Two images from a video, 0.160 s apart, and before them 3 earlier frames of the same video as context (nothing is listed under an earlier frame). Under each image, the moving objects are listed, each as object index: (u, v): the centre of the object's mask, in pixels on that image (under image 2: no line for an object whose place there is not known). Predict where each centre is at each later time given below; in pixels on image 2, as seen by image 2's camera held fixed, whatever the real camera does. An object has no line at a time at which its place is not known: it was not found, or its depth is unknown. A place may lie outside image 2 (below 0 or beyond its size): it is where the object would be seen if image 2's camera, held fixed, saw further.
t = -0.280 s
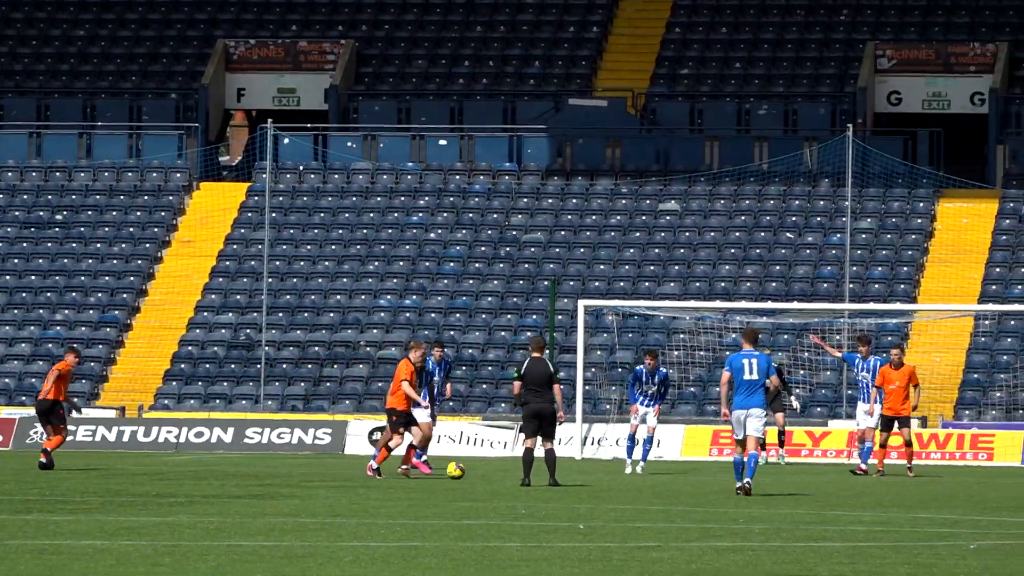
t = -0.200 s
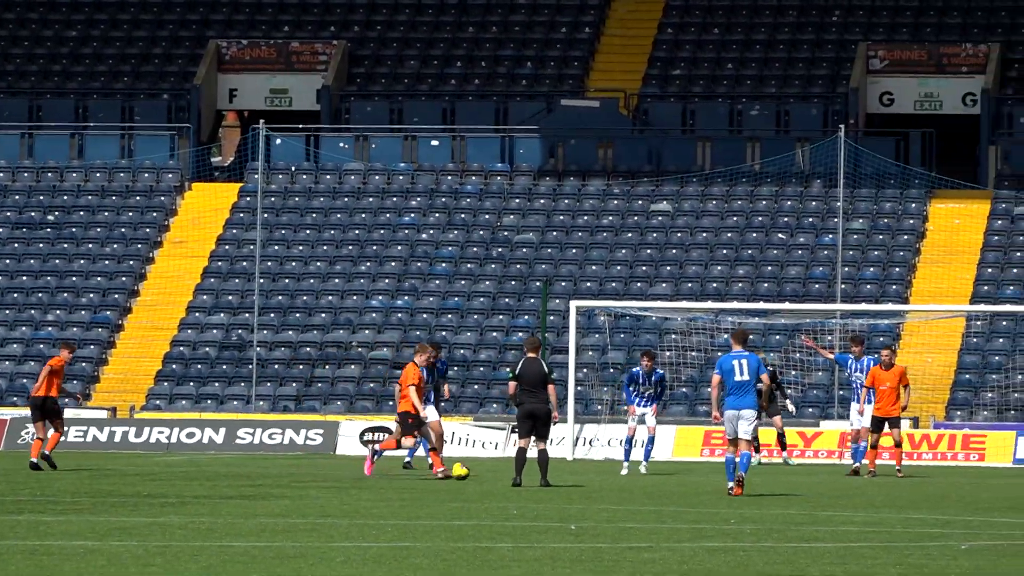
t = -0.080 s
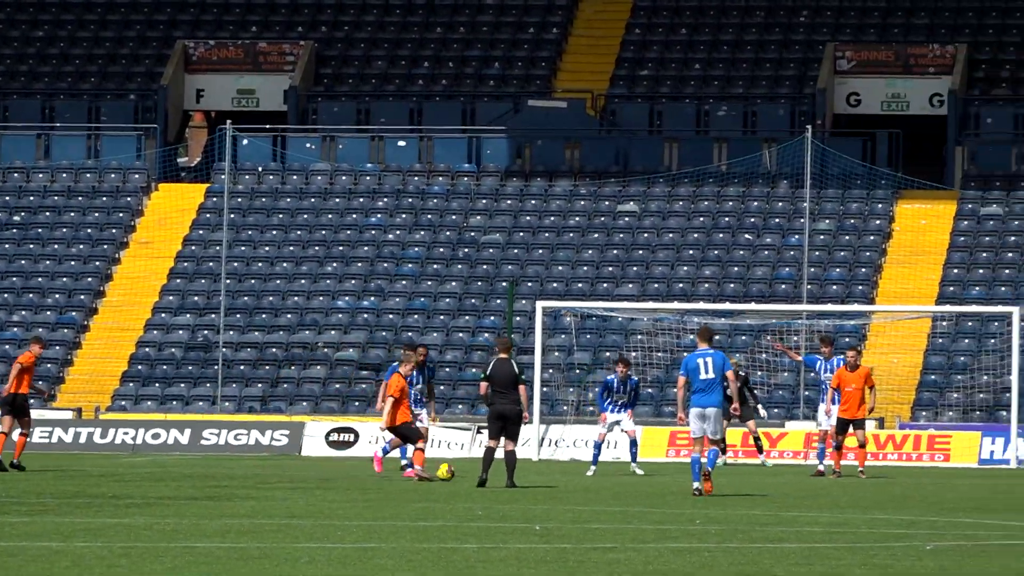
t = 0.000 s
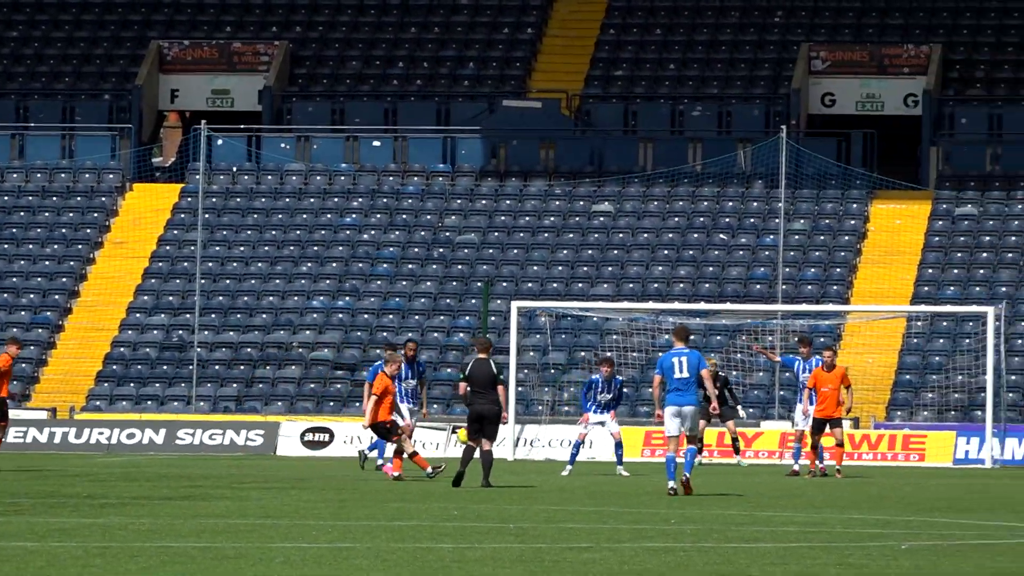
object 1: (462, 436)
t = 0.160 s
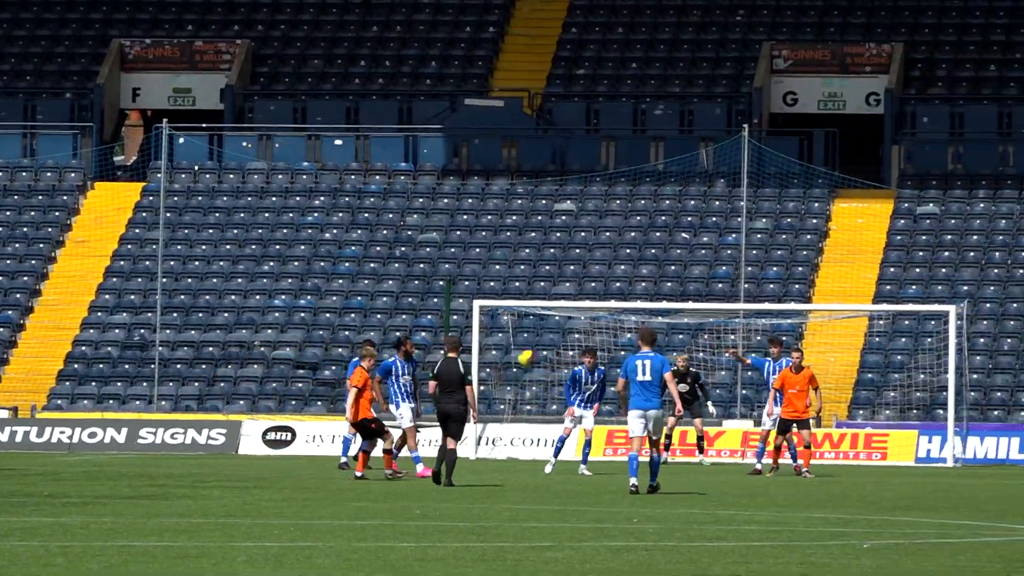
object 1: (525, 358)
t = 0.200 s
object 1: (548, 341)
